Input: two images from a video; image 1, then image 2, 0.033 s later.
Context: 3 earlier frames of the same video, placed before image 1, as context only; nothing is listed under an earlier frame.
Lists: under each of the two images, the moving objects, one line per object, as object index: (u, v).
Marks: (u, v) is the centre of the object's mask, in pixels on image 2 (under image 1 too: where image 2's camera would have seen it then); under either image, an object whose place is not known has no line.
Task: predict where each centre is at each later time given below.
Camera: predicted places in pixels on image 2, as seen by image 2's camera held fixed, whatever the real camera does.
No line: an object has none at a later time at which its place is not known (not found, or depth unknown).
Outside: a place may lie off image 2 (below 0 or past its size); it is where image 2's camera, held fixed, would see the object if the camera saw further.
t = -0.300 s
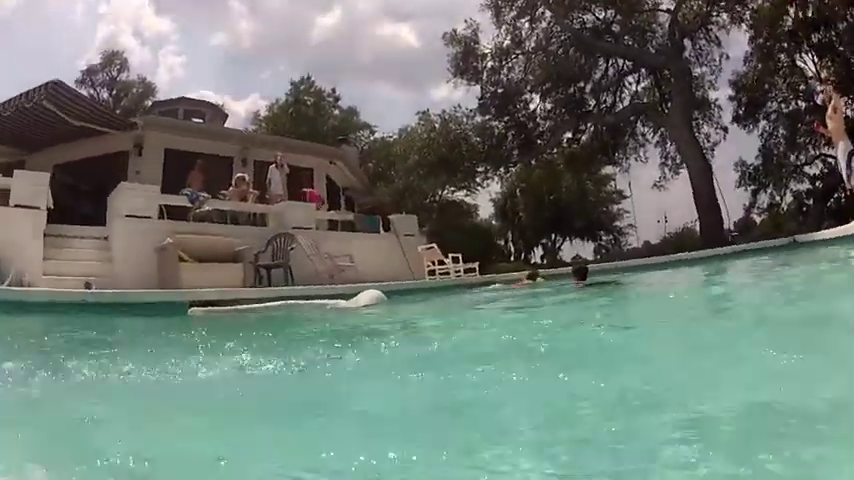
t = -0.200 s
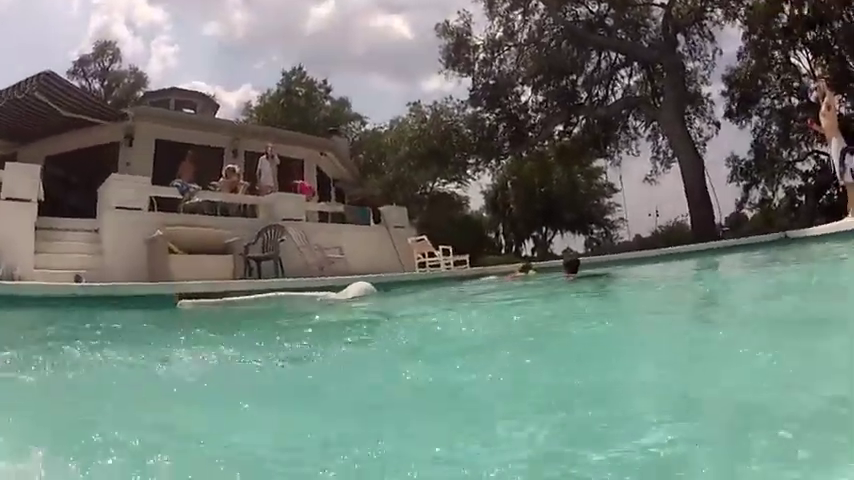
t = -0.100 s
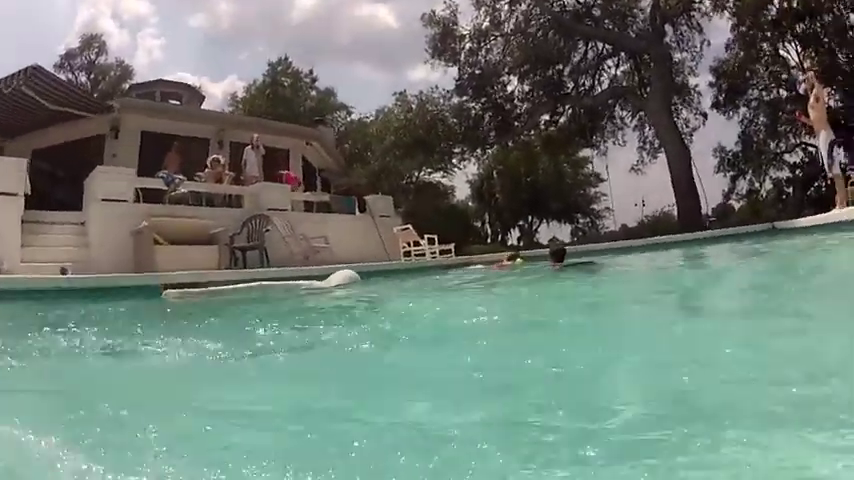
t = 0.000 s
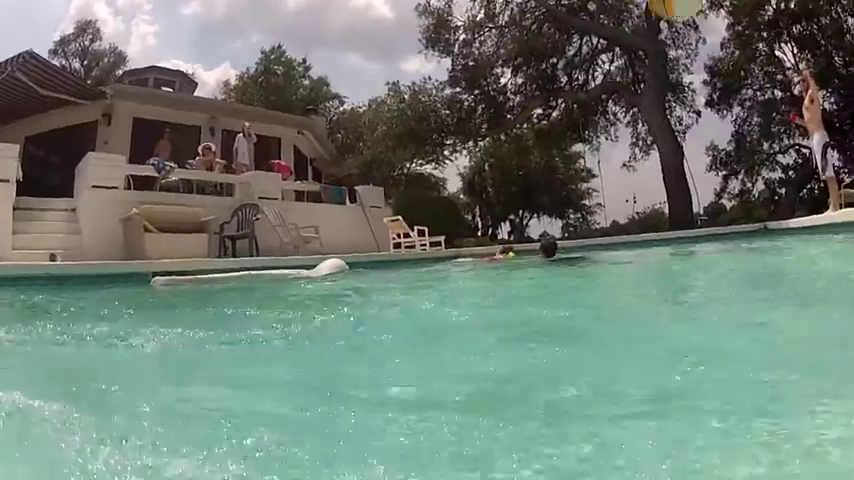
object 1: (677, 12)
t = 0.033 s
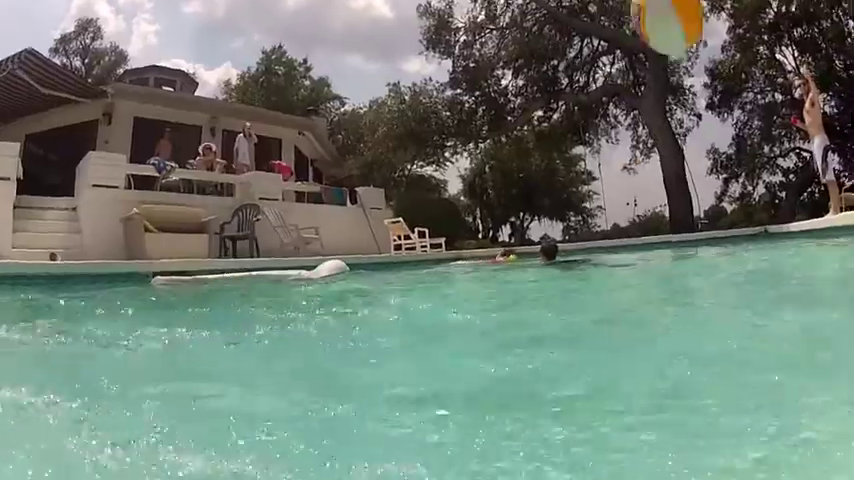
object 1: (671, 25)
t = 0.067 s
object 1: (661, 54)
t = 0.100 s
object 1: (651, 109)
